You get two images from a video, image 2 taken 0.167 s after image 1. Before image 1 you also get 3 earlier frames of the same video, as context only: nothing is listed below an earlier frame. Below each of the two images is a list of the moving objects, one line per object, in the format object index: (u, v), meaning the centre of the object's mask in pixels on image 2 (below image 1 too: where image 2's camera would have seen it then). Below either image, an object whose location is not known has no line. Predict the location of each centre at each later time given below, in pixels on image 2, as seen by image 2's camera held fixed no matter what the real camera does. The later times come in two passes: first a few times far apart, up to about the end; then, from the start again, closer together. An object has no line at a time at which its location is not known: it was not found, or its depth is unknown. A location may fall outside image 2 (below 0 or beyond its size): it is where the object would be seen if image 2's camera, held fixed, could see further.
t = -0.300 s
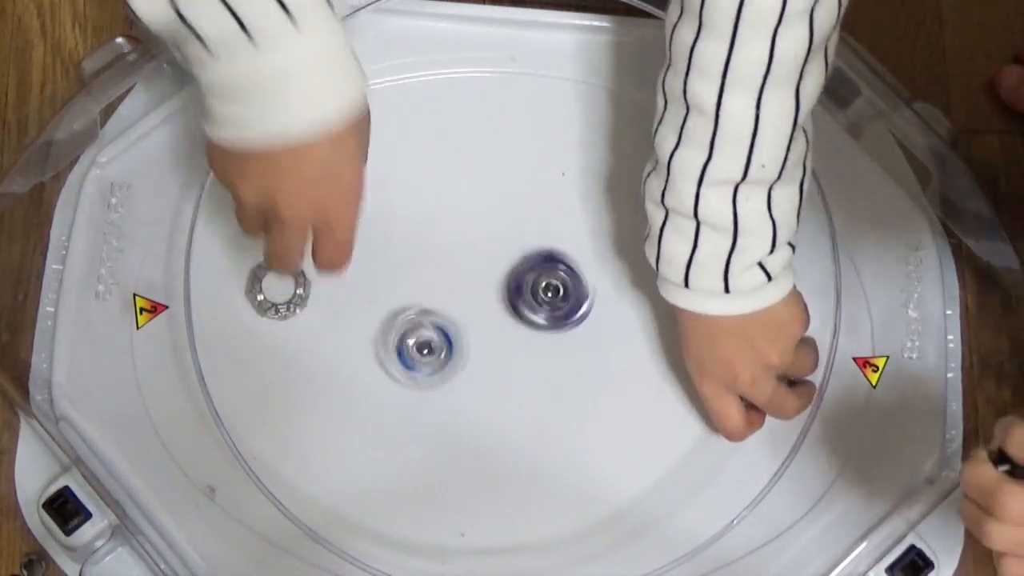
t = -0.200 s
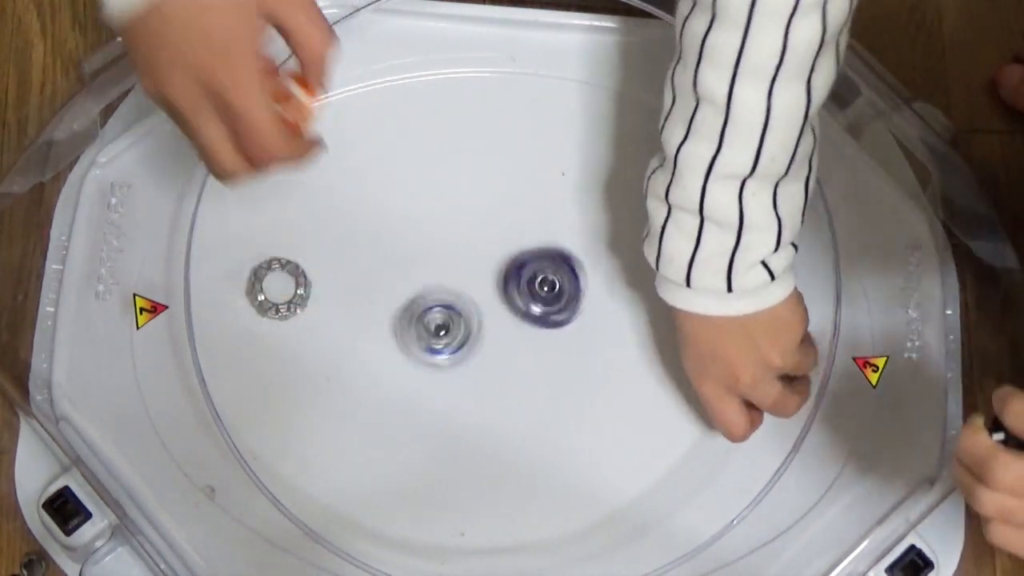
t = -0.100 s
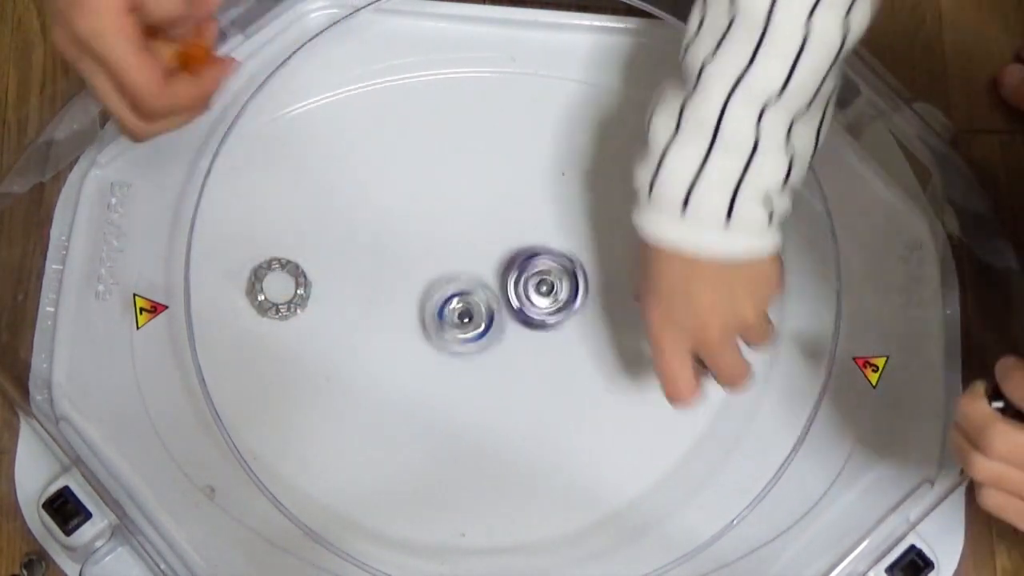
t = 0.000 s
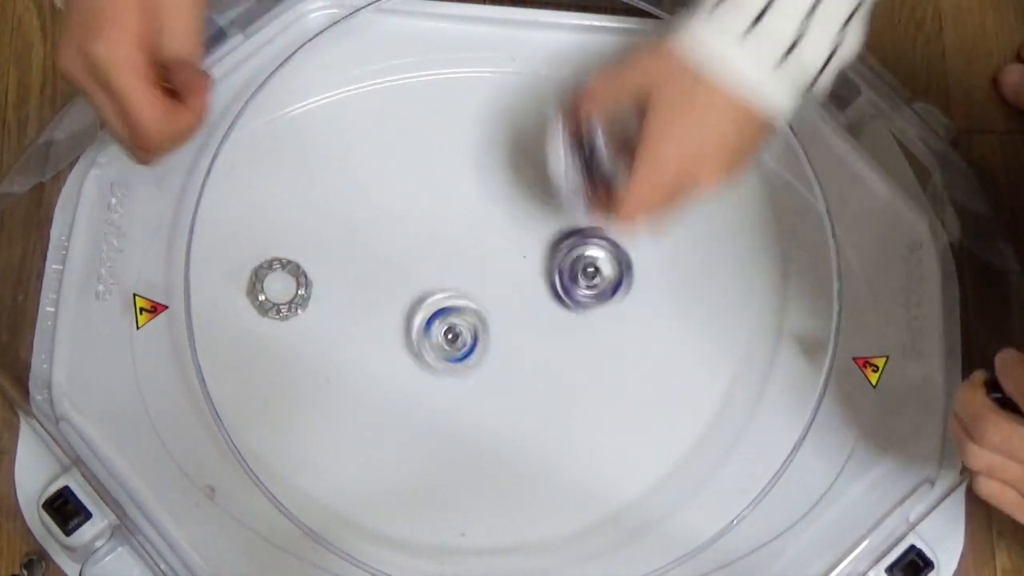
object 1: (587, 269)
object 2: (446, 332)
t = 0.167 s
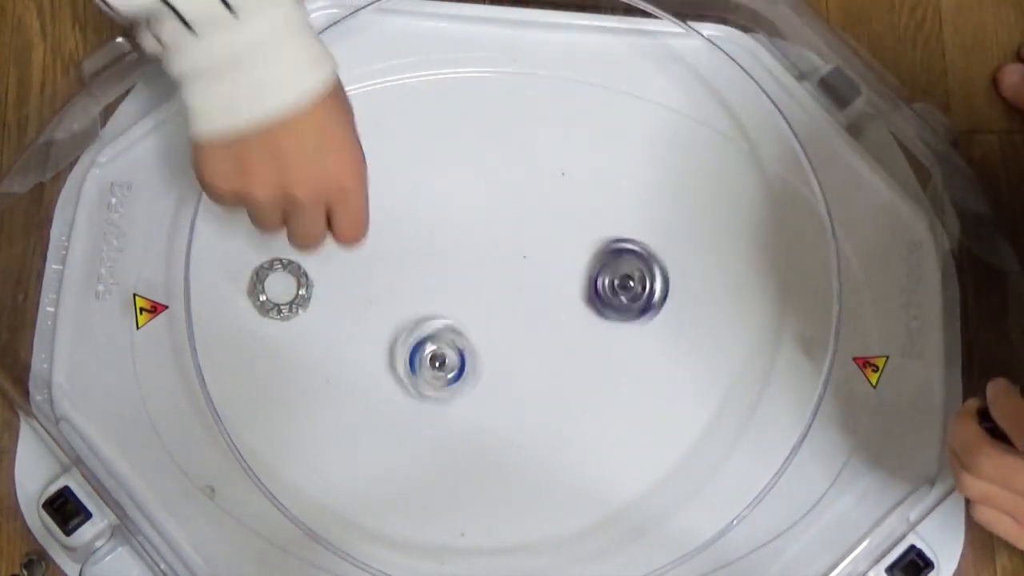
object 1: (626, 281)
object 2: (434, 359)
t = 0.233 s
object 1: (632, 296)
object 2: (430, 366)
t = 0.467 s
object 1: (594, 347)
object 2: (439, 357)
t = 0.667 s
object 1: (536, 337)
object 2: (446, 322)
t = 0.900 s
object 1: (539, 321)
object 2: (452, 321)
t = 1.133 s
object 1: (567, 333)
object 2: (451, 332)
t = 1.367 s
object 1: (563, 340)
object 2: (453, 349)
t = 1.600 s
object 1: (545, 335)
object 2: (466, 340)
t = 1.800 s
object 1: (557, 346)
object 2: (465, 339)
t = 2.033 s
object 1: (548, 345)
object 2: (465, 340)
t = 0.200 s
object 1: (630, 288)
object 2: (434, 363)
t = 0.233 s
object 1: (632, 296)
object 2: (430, 366)
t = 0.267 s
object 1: (631, 305)
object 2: (429, 368)
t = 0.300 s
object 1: (630, 314)
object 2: (432, 368)
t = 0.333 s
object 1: (625, 323)
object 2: (430, 368)
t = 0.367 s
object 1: (619, 331)
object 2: (432, 367)
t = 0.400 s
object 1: (612, 338)
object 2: (435, 367)
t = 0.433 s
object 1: (604, 343)
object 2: (437, 360)
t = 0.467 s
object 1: (594, 347)
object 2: (439, 357)
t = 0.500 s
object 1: (585, 349)
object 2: (439, 354)
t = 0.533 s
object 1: (573, 349)
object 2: (443, 347)
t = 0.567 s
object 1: (562, 348)
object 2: (446, 341)
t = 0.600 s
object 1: (551, 345)
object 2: (448, 332)
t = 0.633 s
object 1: (541, 340)
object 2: (451, 325)
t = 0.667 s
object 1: (536, 337)
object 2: (446, 322)
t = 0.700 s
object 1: (535, 335)
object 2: (444, 319)
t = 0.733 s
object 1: (532, 329)
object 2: (439, 319)
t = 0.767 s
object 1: (533, 325)
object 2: (440, 319)
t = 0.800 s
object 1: (533, 323)
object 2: (441, 322)
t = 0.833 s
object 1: (536, 321)
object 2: (447, 322)
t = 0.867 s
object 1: (538, 319)
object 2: (449, 323)
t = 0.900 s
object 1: (539, 321)
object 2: (452, 321)
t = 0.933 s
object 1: (539, 321)
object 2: (454, 324)
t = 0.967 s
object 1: (542, 321)
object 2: (455, 324)
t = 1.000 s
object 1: (546, 322)
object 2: (456, 328)
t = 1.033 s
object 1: (546, 324)
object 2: (458, 328)
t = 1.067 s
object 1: (549, 326)
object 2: (459, 330)
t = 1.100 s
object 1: (558, 330)
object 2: (458, 330)
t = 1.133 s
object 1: (567, 333)
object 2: (451, 332)
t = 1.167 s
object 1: (573, 335)
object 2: (447, 333)
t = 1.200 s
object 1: (575, 340)
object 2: (443, 334)
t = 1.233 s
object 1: (575, 343)
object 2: (441, 339)
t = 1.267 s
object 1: (572, 343)
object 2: (442, 343)
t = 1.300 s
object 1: (568, 341)
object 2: (445, 345)
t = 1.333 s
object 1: (566, 340)
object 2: (449, 348)
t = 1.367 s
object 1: (563, 340)
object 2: (453, 349)
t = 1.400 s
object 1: (557, 340)
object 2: (457, 348)
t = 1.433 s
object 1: (554, 339)
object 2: (462, 346)
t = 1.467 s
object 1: (553, 339)
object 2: (465, 343)
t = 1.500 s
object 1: (549, 337)
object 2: (466, 341)
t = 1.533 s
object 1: (547, 335)
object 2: (466, 339)
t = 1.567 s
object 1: (546, 334)
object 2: (467, 339)
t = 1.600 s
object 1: (545, 335)
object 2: (466, 340)
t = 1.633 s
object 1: (549, 338)
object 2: (465, 340)
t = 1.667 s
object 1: (553, 342)
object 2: (465, 339)
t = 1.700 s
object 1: (553, 344)
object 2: (465, 339)
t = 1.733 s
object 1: (553, 345)
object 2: (465, 339)
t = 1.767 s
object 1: (555, 346)
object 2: (464, 340)
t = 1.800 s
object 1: (557, 346)
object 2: (465, 339)
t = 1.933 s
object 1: (553, 353)
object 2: (463, 339)
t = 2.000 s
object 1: (549, 348)
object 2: (464, 339)
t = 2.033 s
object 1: (548, 345)
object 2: (465, 340)
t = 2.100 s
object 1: (546, 339)
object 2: (465, 339)
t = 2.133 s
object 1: (546, 339)
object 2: (465, 340)
